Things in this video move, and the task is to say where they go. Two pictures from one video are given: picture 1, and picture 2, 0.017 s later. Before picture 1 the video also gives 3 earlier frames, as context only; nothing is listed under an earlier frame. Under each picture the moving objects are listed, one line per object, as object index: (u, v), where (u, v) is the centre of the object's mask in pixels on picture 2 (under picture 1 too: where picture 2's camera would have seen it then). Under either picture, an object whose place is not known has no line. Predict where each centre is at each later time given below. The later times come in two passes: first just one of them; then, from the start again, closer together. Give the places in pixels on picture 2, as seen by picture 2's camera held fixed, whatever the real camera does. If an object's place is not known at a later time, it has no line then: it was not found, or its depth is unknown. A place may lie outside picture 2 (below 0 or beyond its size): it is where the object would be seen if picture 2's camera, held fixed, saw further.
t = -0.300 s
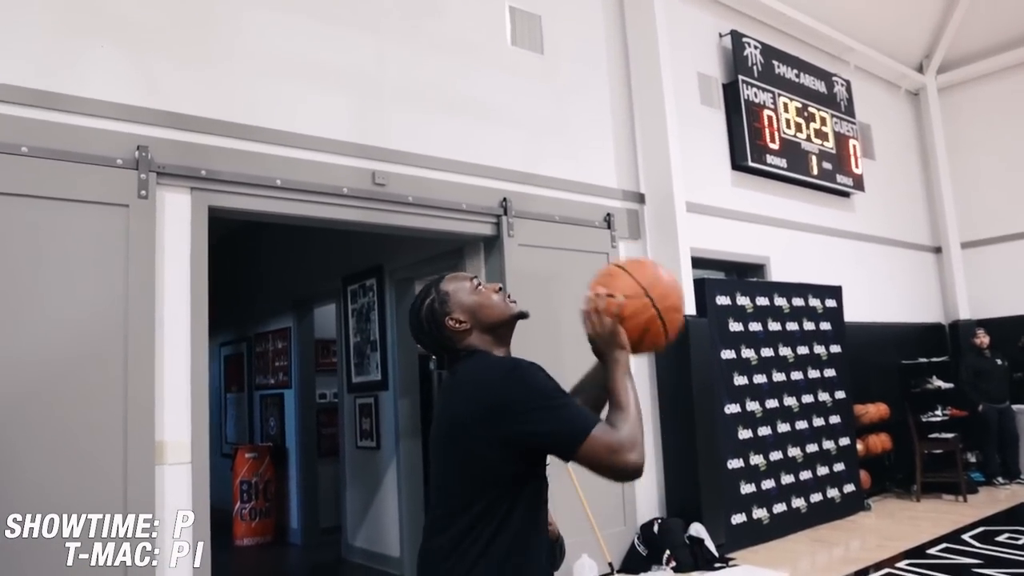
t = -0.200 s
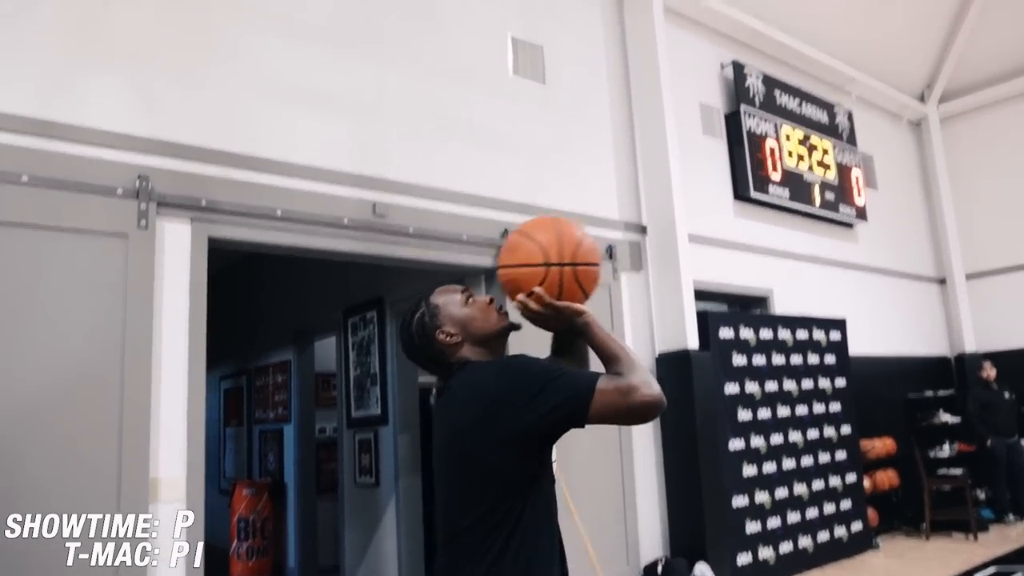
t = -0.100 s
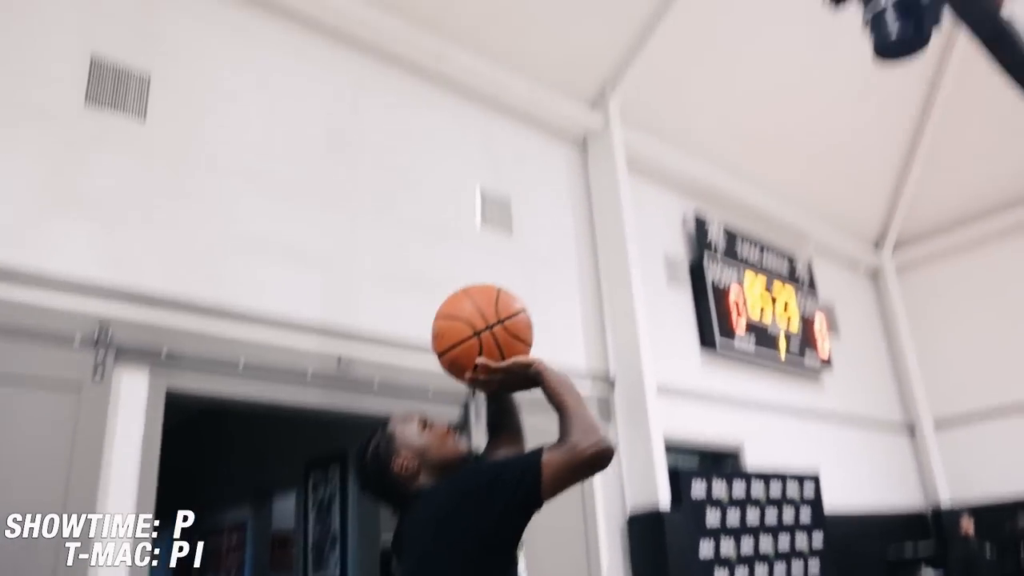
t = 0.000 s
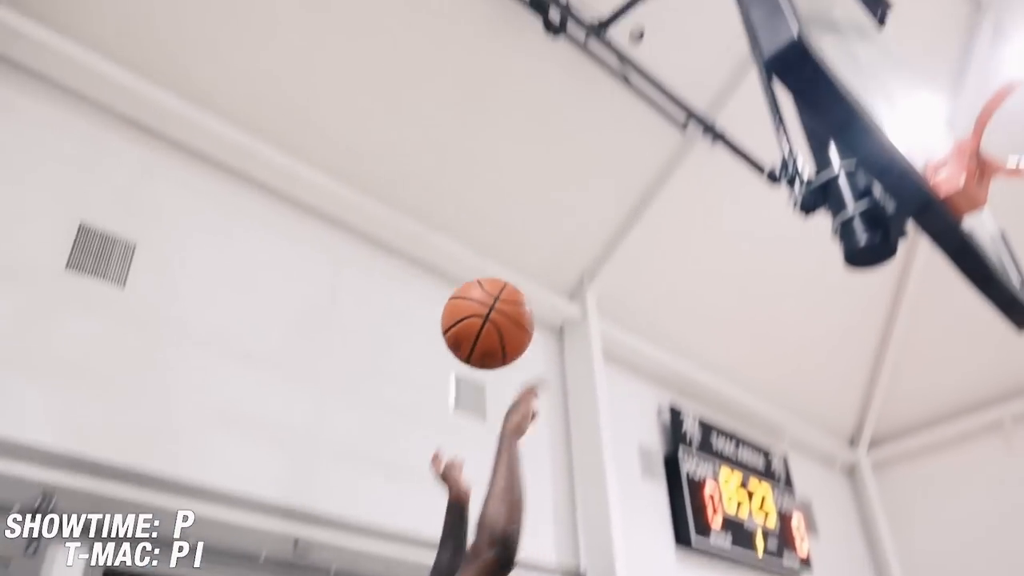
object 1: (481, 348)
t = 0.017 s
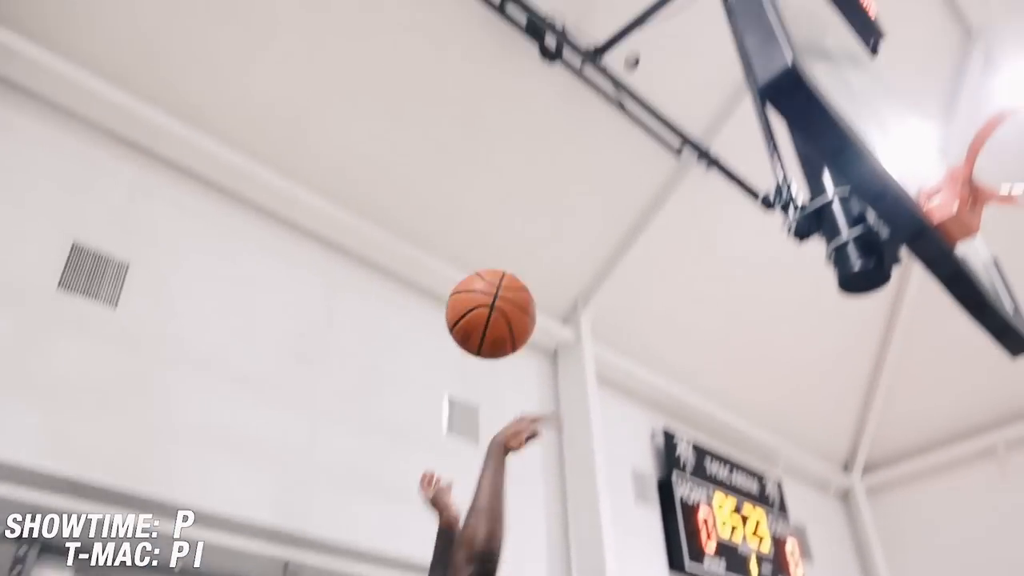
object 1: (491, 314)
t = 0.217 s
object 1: (579, 65)
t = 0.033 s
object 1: (500, 283)
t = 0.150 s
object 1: (553, 126)
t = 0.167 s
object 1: (560, 109)
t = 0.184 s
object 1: (567, 93)
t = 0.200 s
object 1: (573, 79)
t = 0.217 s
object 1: (579, 65)
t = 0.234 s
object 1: (586, 53)
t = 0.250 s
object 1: (592, 41)
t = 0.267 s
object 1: (597, 31)
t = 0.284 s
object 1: (604, 21)
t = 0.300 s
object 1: (610, 12)
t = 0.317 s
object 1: (616, 3)
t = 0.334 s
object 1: (621, -5)
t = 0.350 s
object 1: (627, -13)
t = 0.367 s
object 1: (633, -19)
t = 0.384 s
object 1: (639, -25)
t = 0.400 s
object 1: (645, -31)
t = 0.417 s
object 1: (651, -36)
